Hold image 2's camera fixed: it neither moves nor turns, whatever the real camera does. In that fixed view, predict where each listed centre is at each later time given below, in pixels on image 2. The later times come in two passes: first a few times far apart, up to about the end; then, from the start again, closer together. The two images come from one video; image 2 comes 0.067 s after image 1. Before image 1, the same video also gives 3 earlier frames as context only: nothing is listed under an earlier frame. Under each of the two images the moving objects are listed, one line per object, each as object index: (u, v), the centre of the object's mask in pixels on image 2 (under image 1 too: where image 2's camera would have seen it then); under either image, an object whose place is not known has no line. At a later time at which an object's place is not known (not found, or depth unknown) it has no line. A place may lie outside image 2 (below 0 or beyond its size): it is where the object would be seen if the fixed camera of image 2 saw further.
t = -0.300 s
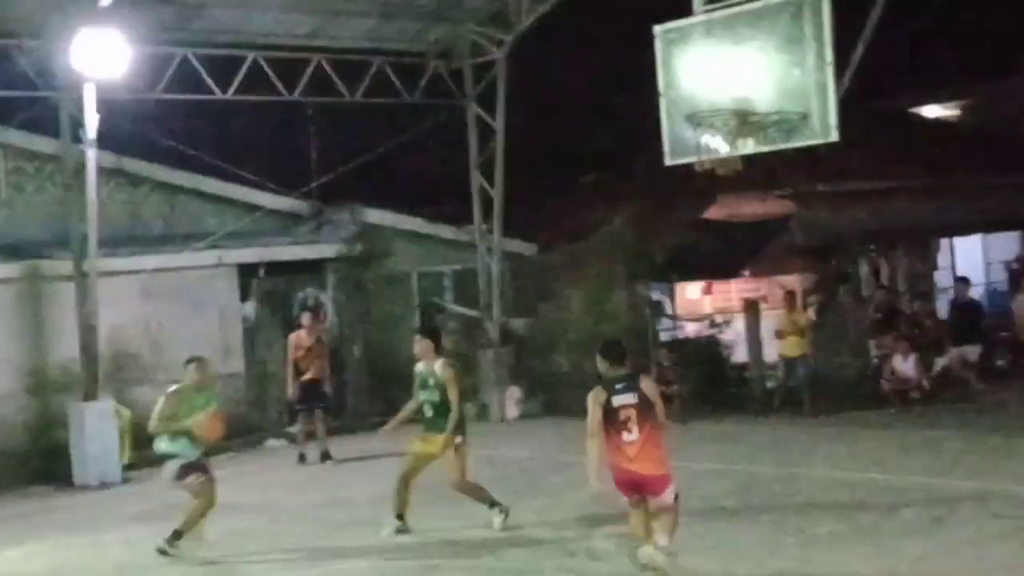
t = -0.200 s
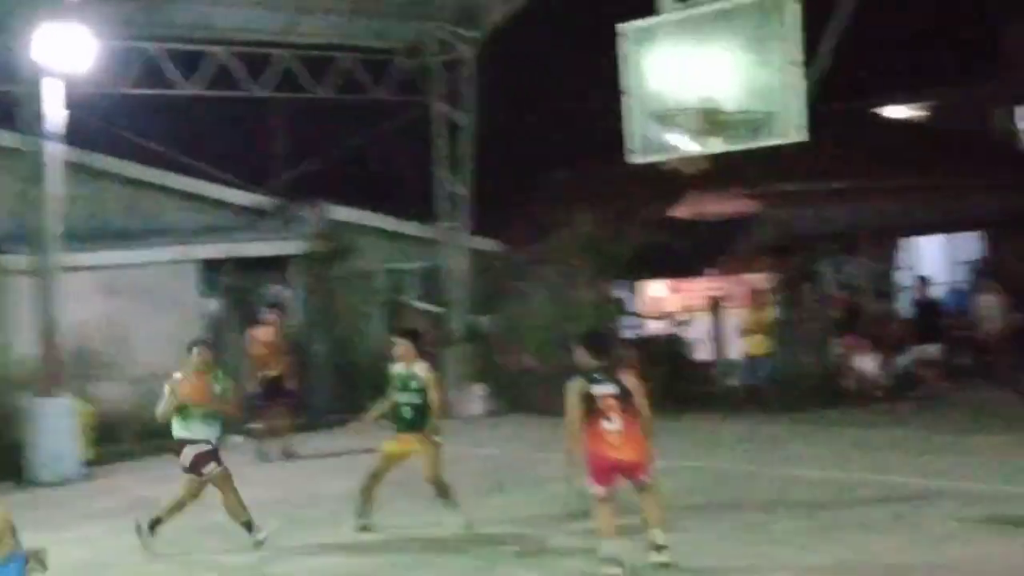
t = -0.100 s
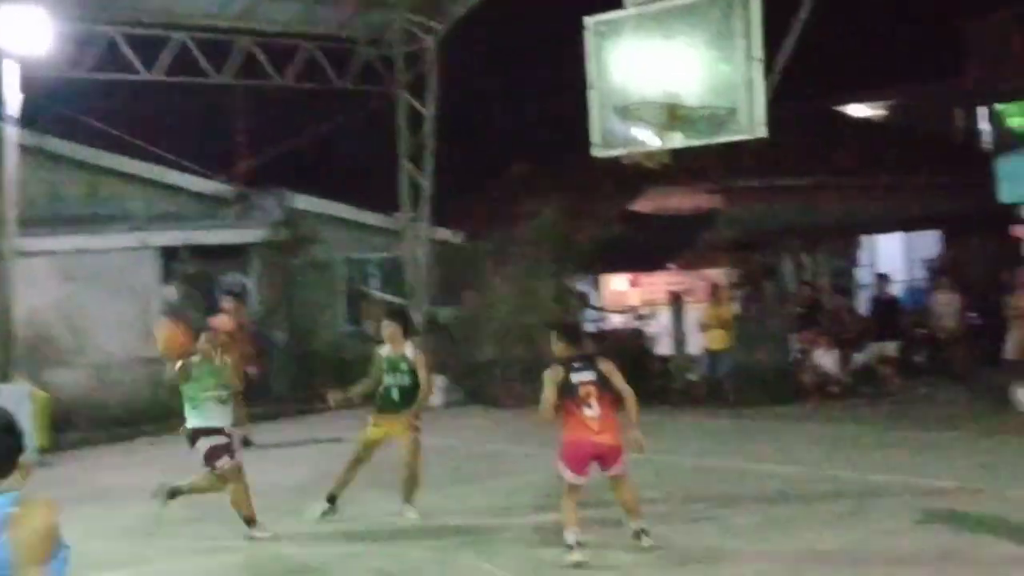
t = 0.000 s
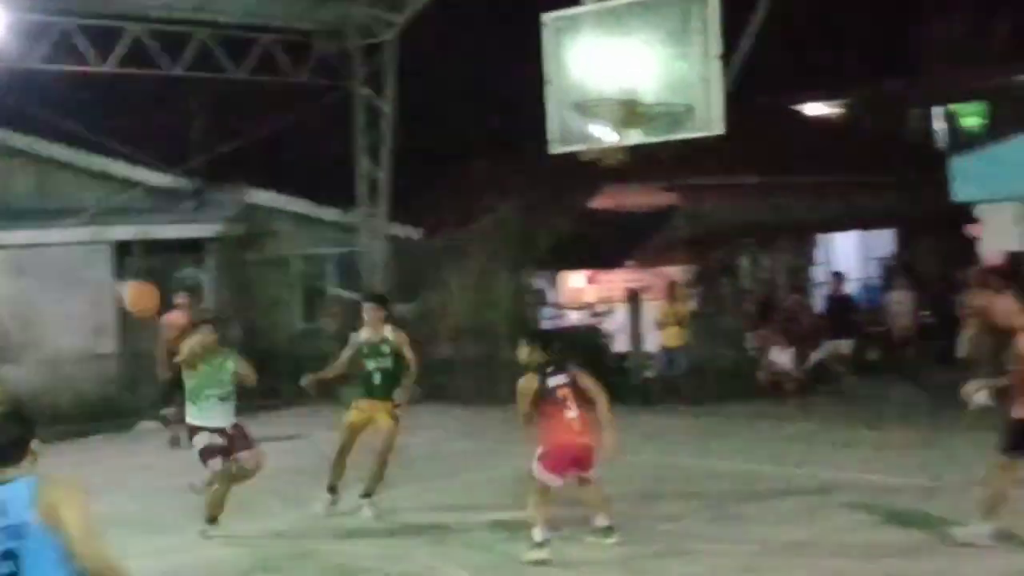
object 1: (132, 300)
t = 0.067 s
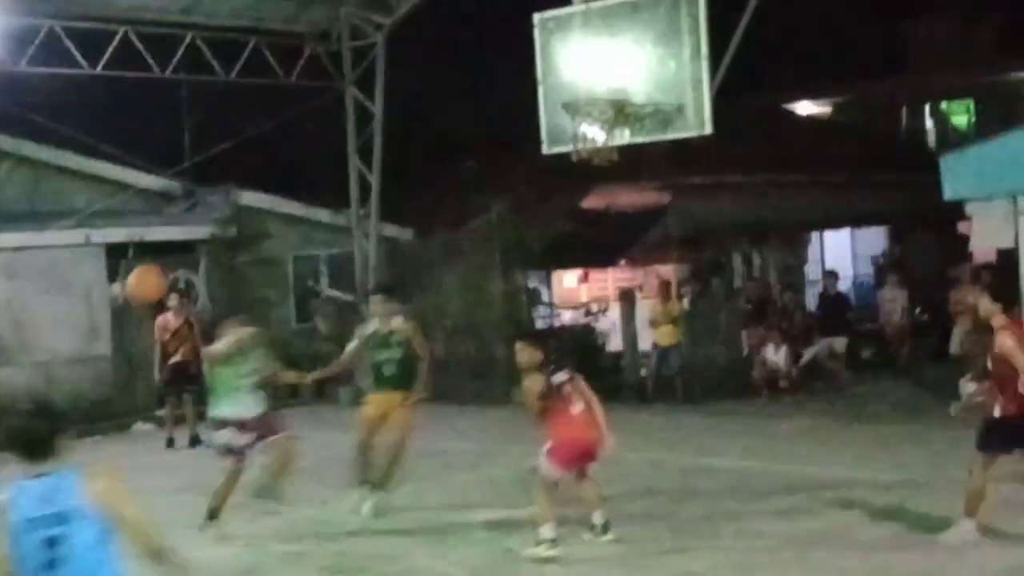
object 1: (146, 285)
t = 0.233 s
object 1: (184, 270)
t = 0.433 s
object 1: (244, 323)
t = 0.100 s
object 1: (154, 278)
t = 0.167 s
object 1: (168, 271)
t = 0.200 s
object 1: (176, 270)
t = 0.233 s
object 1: (184, 270)
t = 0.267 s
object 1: (192, 272)
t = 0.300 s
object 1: (202, 276)
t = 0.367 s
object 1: (221, 293)
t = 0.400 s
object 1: (233, 305)
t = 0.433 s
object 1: (244, 323)
